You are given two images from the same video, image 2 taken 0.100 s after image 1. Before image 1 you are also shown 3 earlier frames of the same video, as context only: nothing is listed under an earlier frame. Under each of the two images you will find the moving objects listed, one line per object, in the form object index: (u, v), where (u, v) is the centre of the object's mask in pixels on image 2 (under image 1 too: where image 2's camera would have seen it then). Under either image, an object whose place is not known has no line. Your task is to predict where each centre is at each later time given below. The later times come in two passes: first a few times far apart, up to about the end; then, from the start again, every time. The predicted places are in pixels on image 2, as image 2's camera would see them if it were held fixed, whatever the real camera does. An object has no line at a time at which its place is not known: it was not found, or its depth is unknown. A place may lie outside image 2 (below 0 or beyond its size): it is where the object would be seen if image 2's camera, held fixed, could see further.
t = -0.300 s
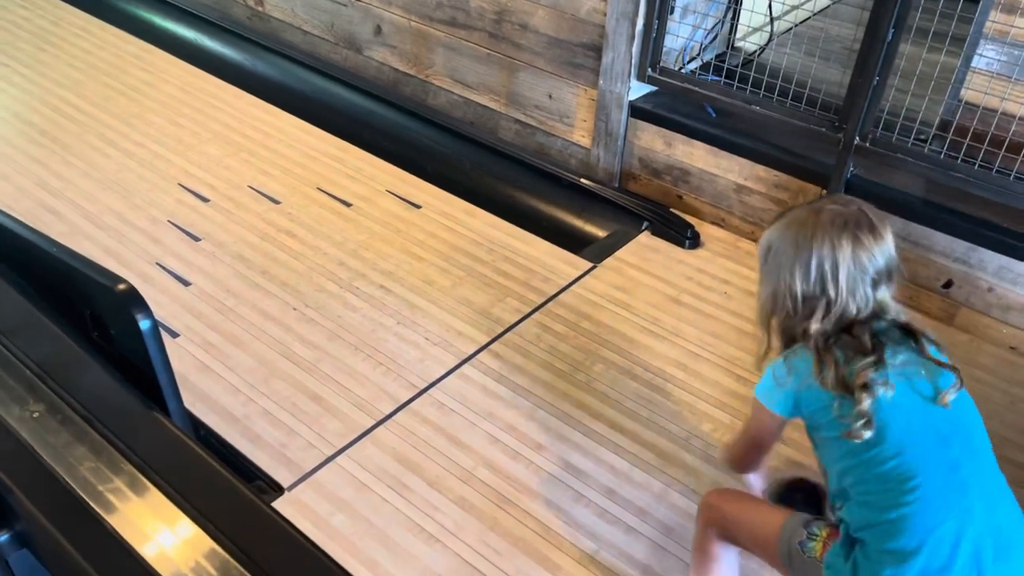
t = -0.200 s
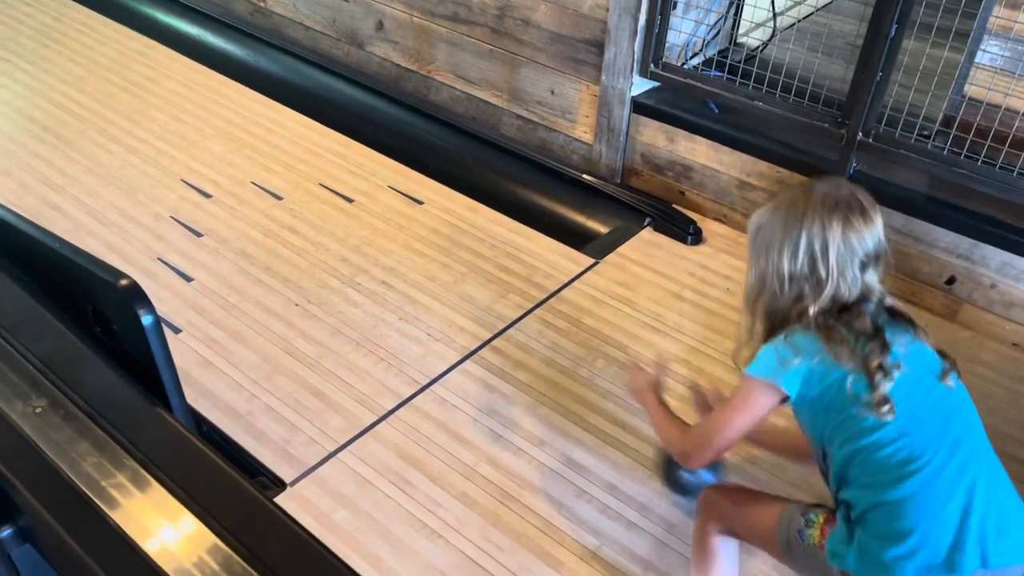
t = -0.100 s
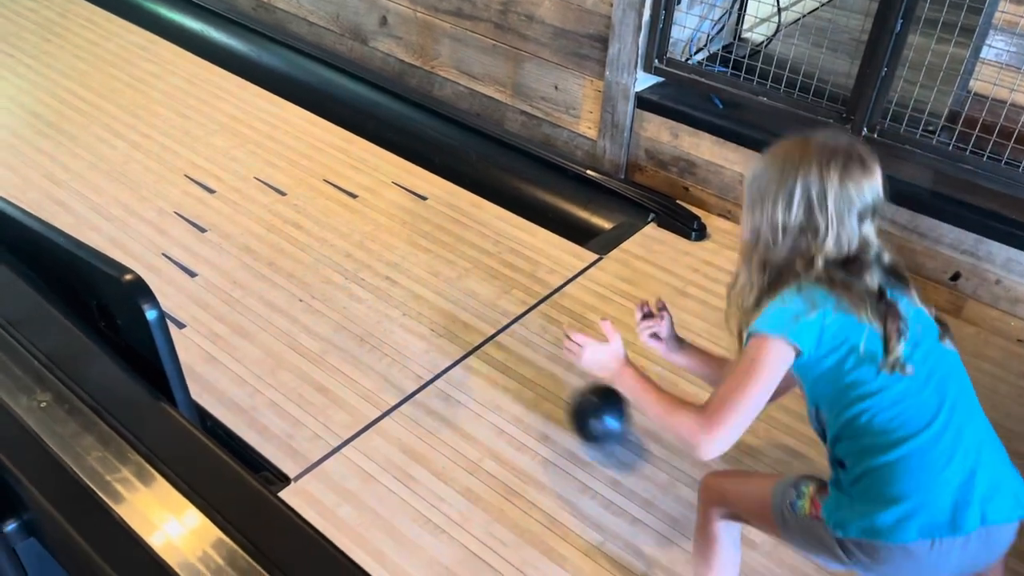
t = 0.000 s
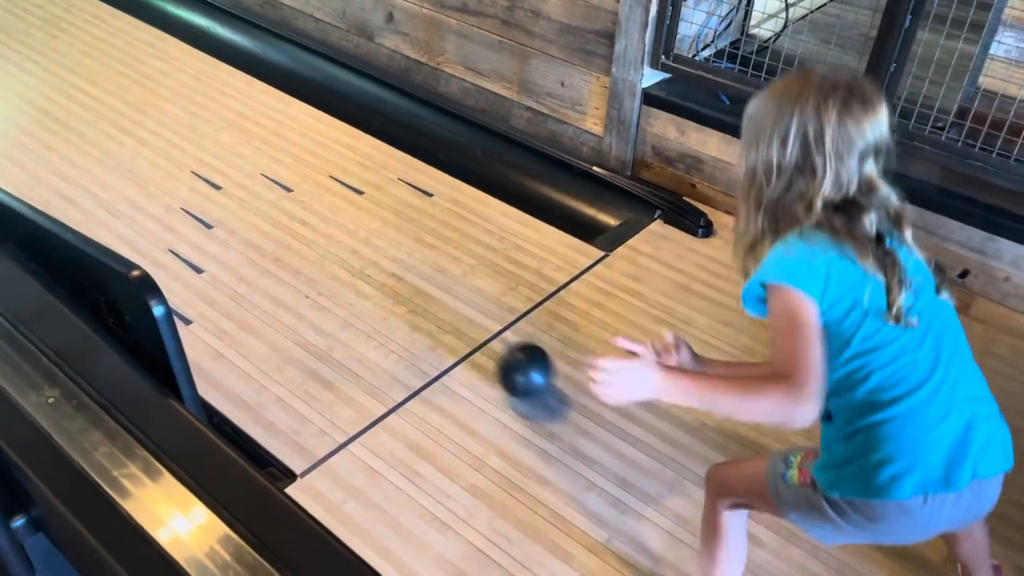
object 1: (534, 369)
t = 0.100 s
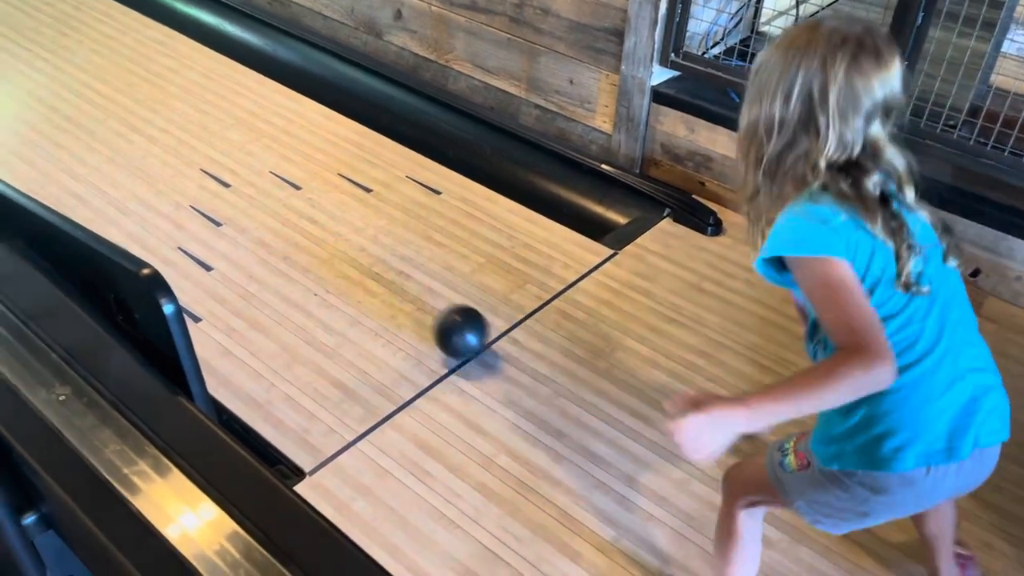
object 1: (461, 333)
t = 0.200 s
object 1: (394, 299)
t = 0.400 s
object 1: (276, 238)
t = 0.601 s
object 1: (174, 185)
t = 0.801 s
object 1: (86, 140)
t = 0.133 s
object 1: (438, 321)
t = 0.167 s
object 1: (416, 309)
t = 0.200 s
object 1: (394, 299)
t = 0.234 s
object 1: (373, 288)
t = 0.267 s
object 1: (353, 277)
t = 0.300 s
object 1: (333, 268)
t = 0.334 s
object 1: (314, 258)
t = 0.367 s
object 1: (294, 248)
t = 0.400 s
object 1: (276, 238)
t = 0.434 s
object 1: (258, 229)
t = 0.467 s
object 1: (240, 220)
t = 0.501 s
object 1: (223, 211)
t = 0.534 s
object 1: (207, 203)
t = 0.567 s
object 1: (189, 193)
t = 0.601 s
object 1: (174, 185)
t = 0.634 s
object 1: (159, 177)
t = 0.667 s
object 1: (144, 170)
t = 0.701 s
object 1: (129, 162)
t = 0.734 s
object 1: (114, 154)
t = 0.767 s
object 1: (100, 147)
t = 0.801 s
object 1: (86, 140)
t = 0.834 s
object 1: (72, 133)
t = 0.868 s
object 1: (59, 126)
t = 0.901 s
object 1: (46, 119)
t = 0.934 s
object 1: (33, 112)
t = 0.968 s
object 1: (21, 106)
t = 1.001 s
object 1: (9, 99)
